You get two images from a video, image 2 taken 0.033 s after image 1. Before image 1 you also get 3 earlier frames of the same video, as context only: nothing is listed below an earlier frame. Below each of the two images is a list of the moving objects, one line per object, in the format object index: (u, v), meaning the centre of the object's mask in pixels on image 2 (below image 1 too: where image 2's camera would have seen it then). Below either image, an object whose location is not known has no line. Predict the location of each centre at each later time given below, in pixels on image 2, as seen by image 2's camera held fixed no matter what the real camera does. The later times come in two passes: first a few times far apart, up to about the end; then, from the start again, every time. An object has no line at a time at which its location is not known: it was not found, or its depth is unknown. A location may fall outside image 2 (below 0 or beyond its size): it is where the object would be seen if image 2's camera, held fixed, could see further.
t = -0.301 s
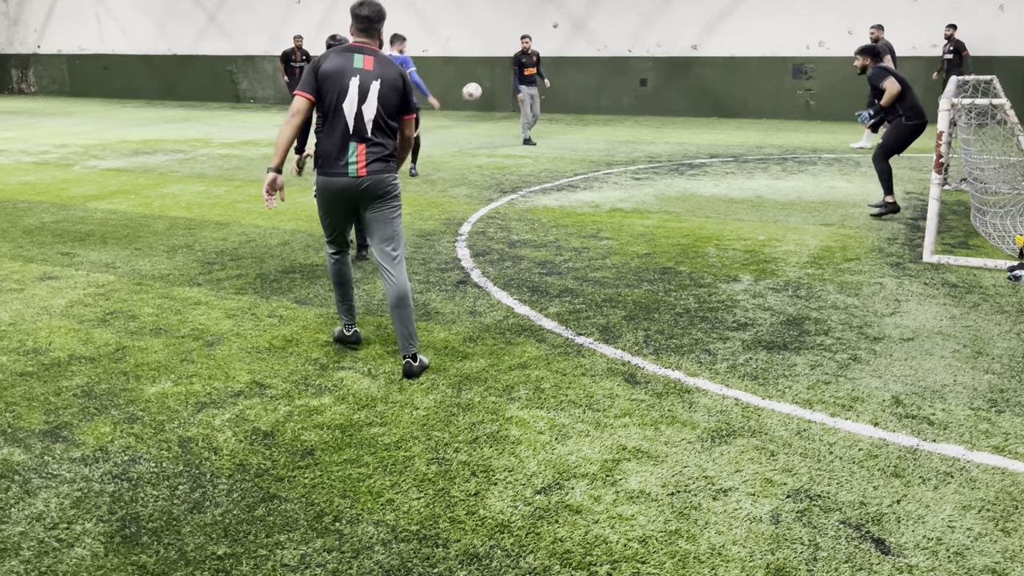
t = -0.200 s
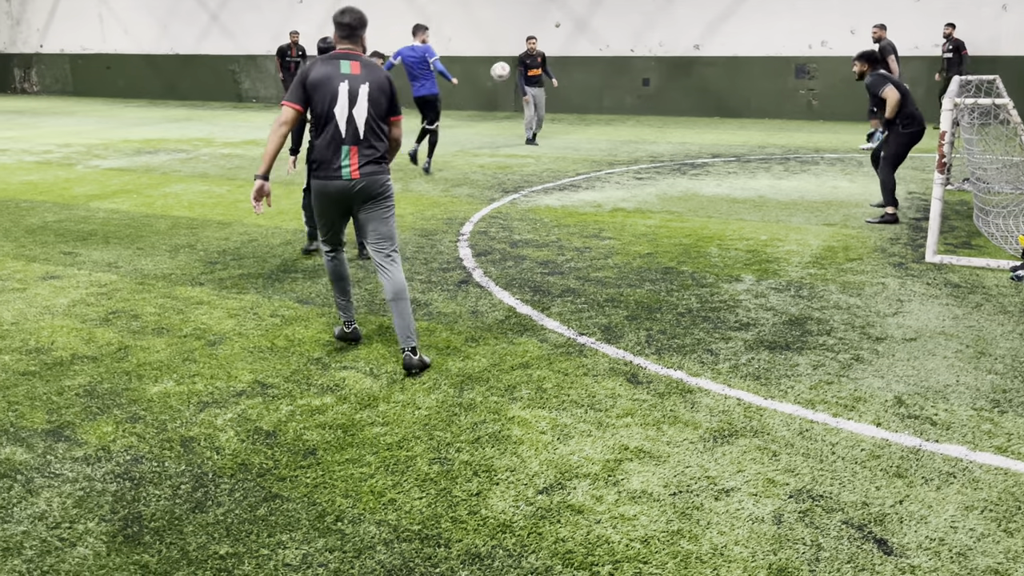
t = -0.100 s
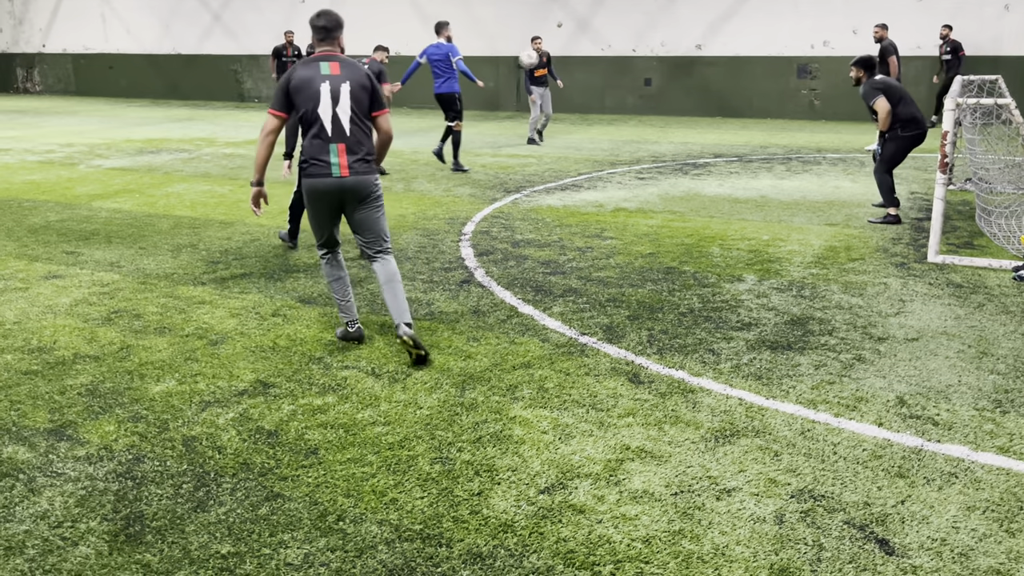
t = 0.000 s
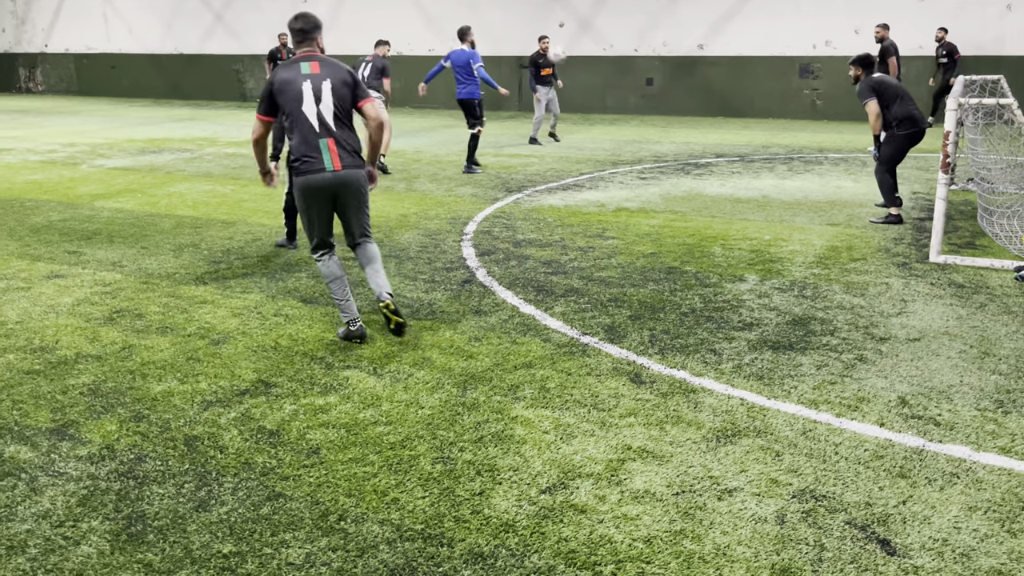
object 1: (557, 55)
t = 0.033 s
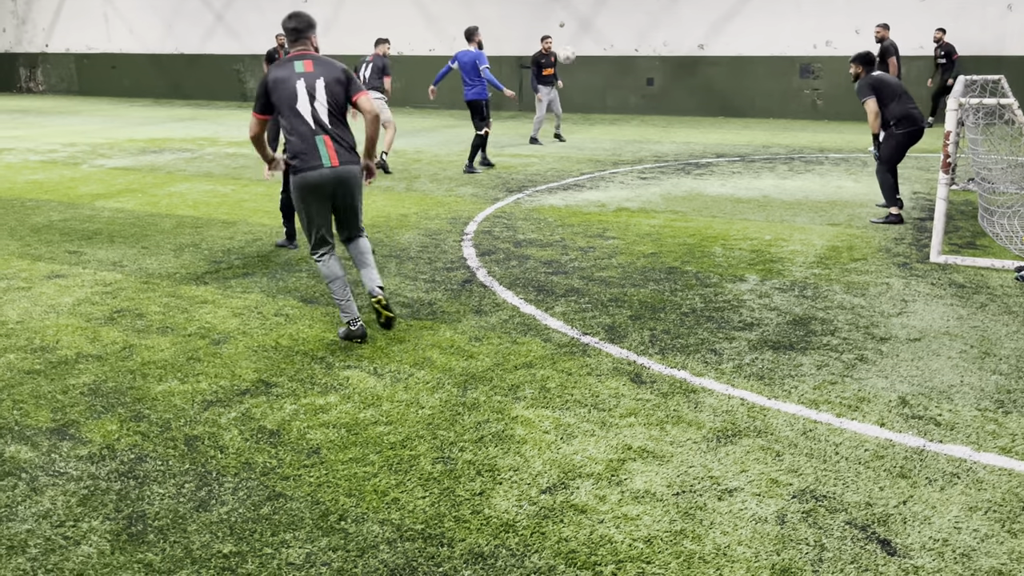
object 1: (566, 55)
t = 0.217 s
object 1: (612, 72)
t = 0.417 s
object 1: (661, 121)
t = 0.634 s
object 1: (680, 140)
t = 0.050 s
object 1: (569, 55)
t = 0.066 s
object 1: (575, 56)
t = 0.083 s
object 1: (579, 58)
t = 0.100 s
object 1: (583, 58)
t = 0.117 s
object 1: (587, 60)
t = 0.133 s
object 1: (591, 61)
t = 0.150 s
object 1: (596, 63)
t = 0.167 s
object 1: (600, 65)
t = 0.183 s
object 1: (604, 67)
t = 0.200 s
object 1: (608, 69)
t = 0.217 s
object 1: (612, 72)
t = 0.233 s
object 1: (616, 76)
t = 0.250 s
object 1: (621, 79)
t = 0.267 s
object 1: (625, 82)
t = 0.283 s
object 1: (629, 85)
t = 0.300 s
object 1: (633, 89)
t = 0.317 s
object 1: (637, 93)
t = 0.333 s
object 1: (641, 98)
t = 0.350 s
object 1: (645, 102)
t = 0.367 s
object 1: (649, 106)
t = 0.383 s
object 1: (653, 111)
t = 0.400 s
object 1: (657, 116)
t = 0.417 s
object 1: (661, 121)
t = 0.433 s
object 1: (665, 127)
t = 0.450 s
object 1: (669, 132)
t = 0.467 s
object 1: (672, 138)
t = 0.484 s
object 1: (677, 144)
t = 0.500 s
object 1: (680, 150)
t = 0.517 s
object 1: (684, 157)
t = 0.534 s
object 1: (686, 158)
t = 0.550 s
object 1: (685, 155)
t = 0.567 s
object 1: (684, 152)
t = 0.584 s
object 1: (683, 150)
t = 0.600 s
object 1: (682, 145)
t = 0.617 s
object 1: (681, 142)
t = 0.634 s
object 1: (680, 140)
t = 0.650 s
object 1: (679, 137)
